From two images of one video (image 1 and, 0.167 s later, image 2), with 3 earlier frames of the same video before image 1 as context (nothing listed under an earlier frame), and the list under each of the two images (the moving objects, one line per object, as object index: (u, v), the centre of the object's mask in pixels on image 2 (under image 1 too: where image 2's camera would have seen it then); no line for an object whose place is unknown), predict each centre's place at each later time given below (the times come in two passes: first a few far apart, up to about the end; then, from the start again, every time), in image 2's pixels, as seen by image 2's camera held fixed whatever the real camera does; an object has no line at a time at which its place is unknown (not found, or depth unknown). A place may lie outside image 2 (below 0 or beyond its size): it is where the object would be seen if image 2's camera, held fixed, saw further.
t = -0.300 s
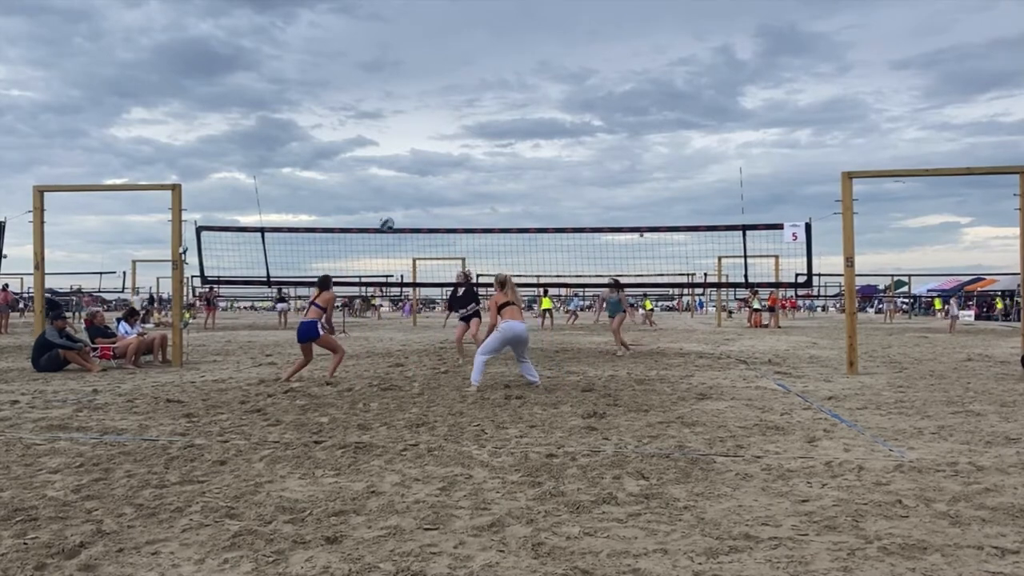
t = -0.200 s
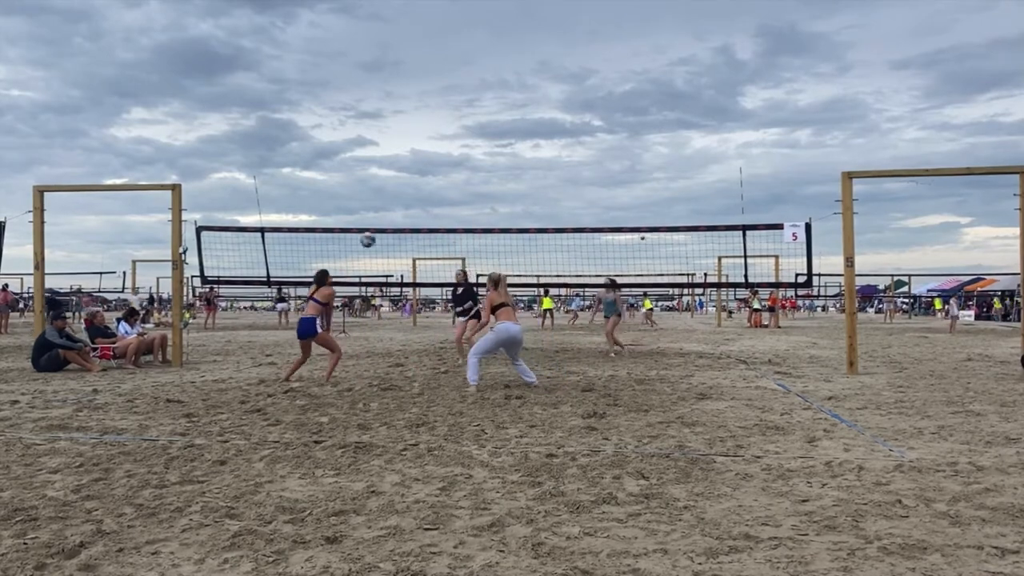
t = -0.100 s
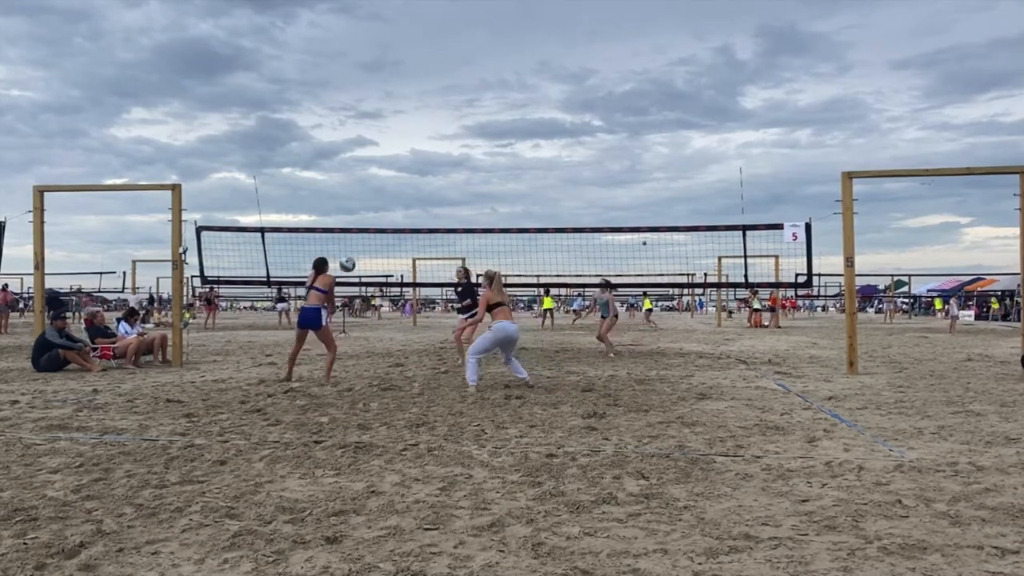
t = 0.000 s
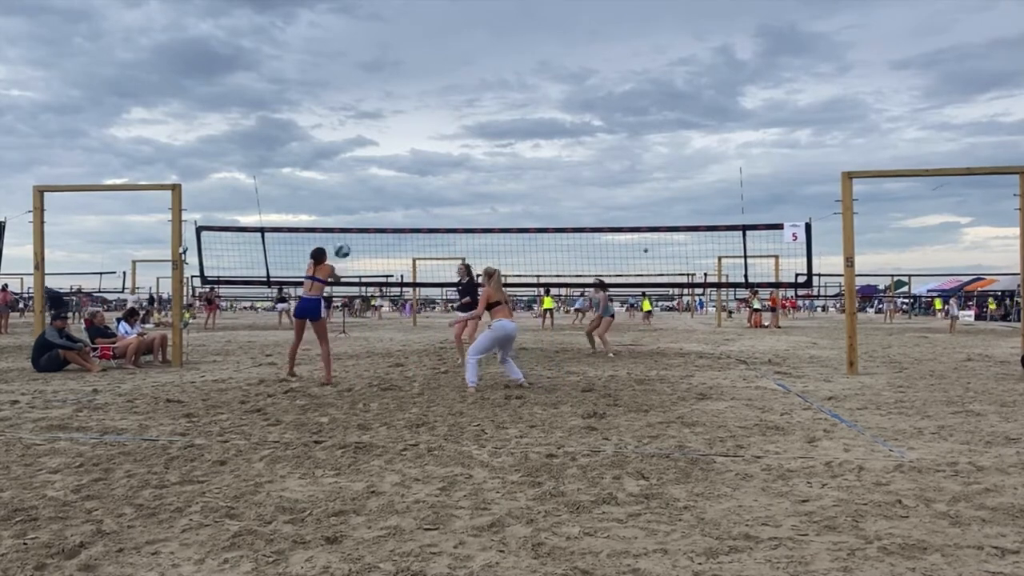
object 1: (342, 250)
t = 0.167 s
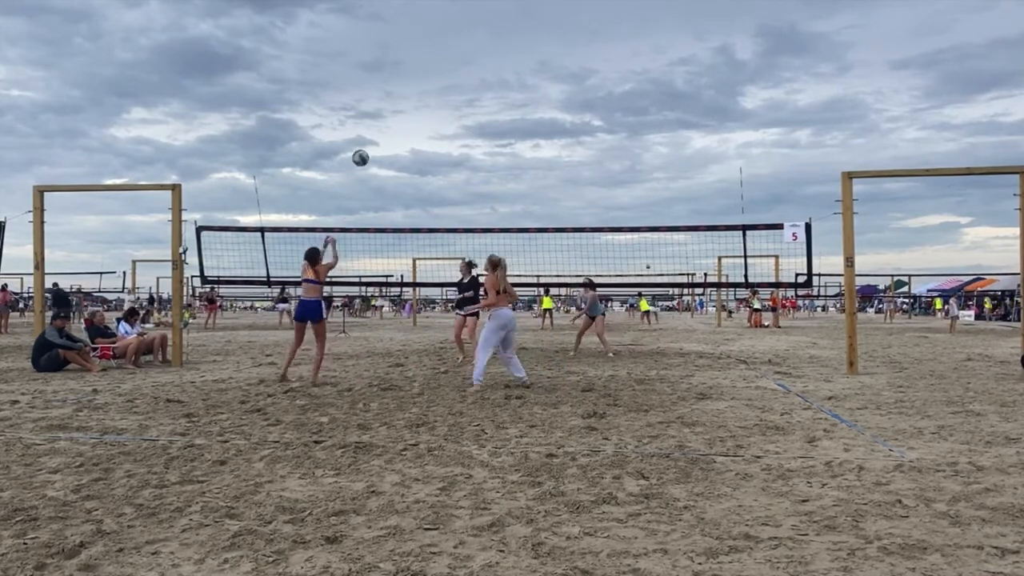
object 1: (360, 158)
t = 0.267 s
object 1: (371, 112)
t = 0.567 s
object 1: (403, 21)
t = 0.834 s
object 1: (434, 3)
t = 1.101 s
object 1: (462, 27)
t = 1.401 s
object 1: (493, 126)
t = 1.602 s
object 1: (511, 231)
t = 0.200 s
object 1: (364, 142)
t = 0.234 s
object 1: (367, 127)
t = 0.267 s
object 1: (371, 112)
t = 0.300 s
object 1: (374, 99)
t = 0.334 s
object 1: (378, 87)
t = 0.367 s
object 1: (382, 75)
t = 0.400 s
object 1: (385, 63)
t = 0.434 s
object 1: (389, 54)
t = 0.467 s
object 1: (392, 44)
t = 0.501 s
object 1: (396, 36)
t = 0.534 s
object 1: (400, 28)
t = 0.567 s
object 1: (403, 21)
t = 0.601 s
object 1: (407, 15)
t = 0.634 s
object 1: (411, 10)
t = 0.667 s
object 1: (415, 7)
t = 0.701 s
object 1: (419, 5)
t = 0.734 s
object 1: (422, 4)
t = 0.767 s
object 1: (426, 3)
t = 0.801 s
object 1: (430, 3)
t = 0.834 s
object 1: (434, 3)
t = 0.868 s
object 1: (437, 3)
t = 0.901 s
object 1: (441, 4)
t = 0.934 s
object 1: (444, 5)
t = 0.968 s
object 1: (448, 7)
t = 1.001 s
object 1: (451, 10)
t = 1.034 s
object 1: (455, 14)
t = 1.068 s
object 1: (458, 21)
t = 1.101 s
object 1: (462, 27)
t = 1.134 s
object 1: (466, 35)
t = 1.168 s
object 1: (469, 43)
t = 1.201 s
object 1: (472, 53)
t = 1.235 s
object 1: (476, 63)
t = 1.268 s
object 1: (479, 74)
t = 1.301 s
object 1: (483, 86)
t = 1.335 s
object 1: (487, 99)
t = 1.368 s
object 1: (489, 111)
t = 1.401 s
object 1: (493, 126)
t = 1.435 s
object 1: (496, 141)
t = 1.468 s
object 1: (499, 157)
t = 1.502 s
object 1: (502, 175)
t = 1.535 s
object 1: (505, 193)
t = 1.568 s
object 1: (508, 211)
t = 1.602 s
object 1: (511, 231)
